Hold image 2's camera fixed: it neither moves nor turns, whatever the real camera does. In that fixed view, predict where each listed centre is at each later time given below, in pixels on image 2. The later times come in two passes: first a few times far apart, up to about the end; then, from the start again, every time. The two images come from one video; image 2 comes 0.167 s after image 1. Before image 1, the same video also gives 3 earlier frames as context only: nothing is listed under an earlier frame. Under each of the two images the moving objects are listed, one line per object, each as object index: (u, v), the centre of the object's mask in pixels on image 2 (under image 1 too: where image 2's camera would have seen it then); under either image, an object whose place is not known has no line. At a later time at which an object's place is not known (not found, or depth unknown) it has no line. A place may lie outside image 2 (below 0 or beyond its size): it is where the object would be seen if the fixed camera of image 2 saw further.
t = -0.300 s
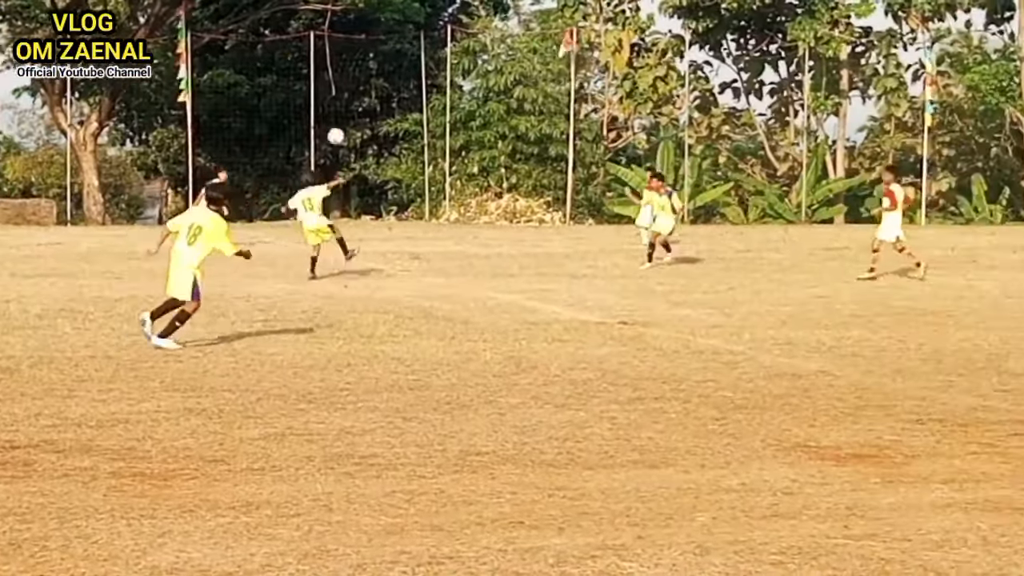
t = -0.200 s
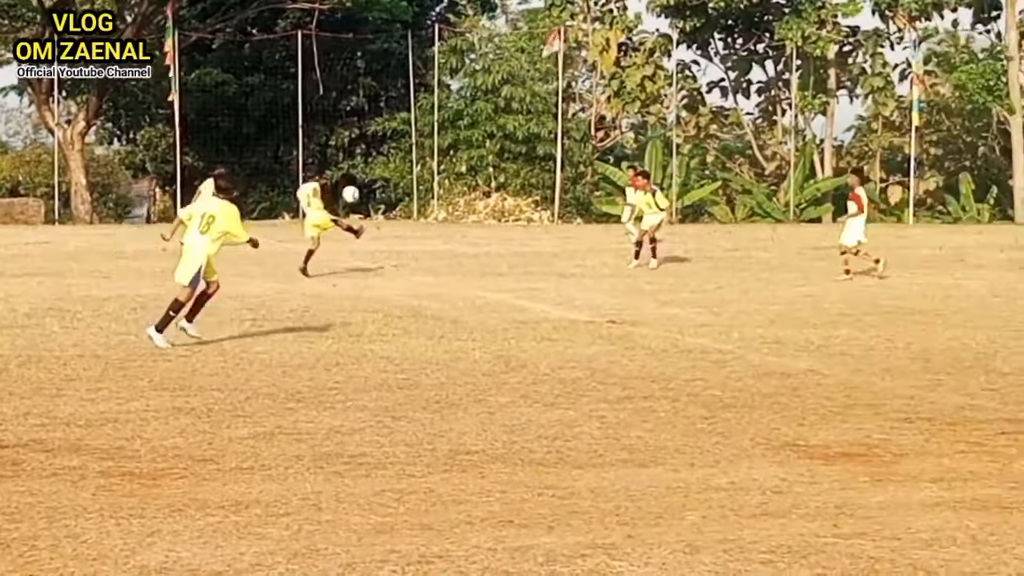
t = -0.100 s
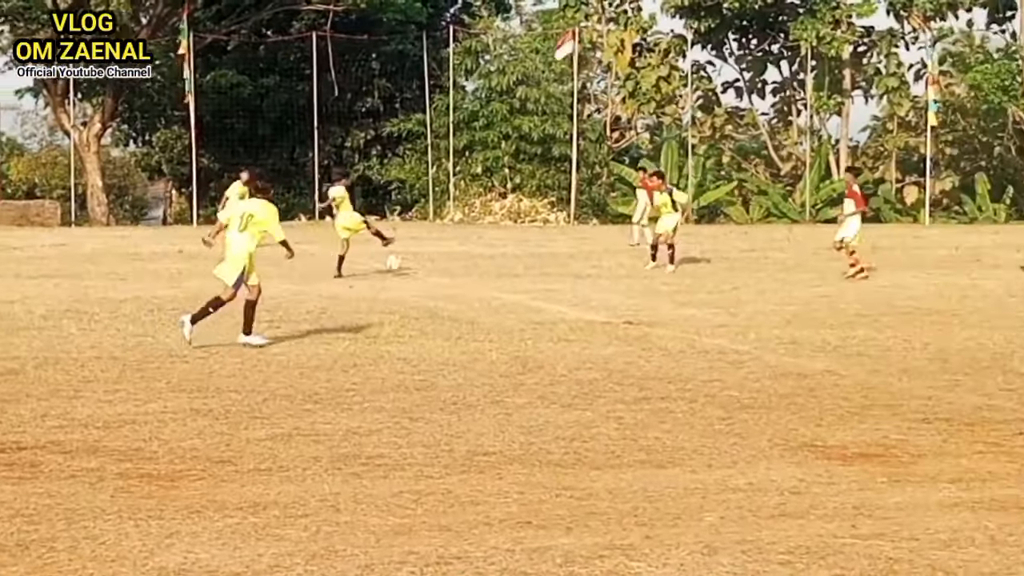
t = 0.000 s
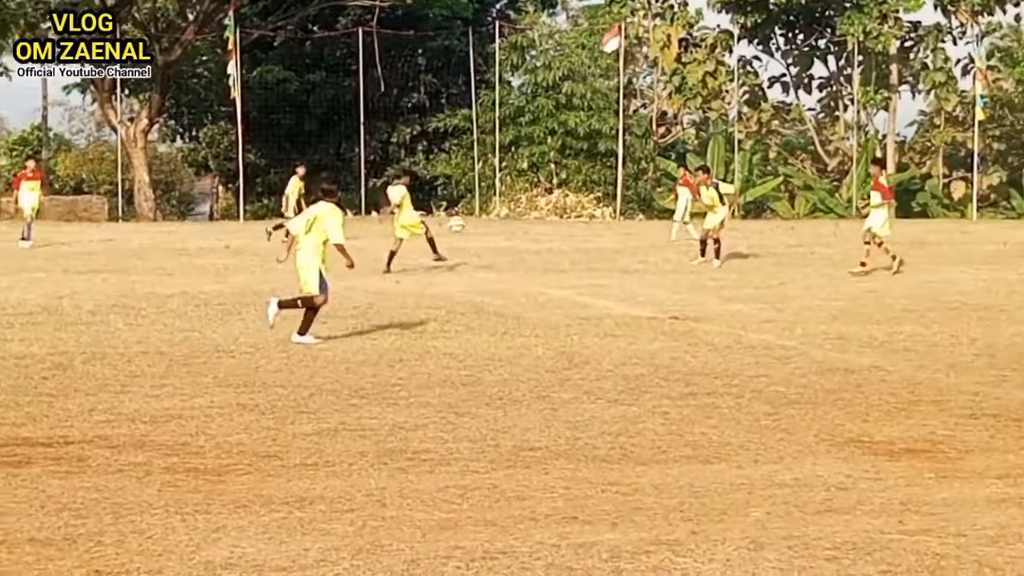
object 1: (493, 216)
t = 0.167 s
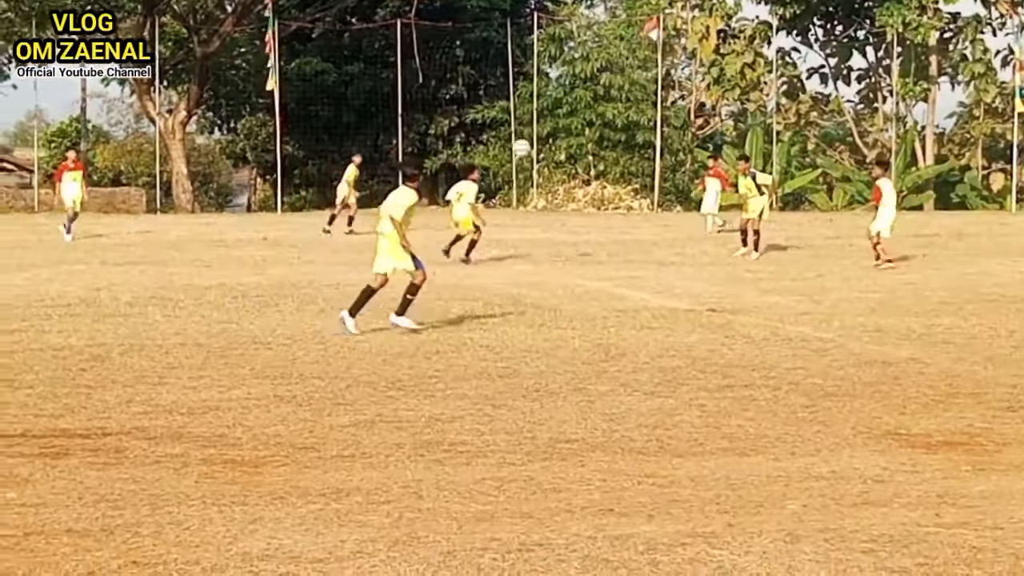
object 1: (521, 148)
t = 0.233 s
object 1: (532, 127)
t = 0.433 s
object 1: (567, 83)
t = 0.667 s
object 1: (610, 70)
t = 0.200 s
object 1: (526, 137)
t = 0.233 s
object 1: (532, 127)
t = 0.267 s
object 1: (538, 117)
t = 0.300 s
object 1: (544, 108)
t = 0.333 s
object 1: (550, 101)
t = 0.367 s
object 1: (556, 93)
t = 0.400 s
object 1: (562, 87)
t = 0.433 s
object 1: (567, 83)
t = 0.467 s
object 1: (572, 78)
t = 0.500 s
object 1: (579, 75)
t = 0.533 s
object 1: (585, 72)
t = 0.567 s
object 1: (591, 71)
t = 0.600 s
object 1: (597, 70)
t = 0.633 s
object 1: (603, 69)
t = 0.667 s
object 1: (610, 70)
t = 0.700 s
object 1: (616, 72)
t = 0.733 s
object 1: (622, 75)
